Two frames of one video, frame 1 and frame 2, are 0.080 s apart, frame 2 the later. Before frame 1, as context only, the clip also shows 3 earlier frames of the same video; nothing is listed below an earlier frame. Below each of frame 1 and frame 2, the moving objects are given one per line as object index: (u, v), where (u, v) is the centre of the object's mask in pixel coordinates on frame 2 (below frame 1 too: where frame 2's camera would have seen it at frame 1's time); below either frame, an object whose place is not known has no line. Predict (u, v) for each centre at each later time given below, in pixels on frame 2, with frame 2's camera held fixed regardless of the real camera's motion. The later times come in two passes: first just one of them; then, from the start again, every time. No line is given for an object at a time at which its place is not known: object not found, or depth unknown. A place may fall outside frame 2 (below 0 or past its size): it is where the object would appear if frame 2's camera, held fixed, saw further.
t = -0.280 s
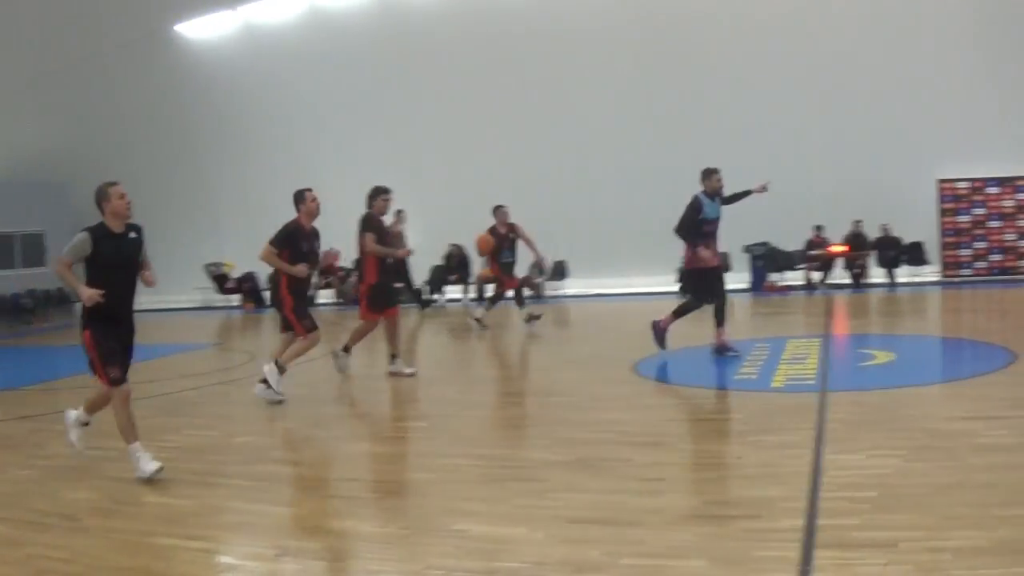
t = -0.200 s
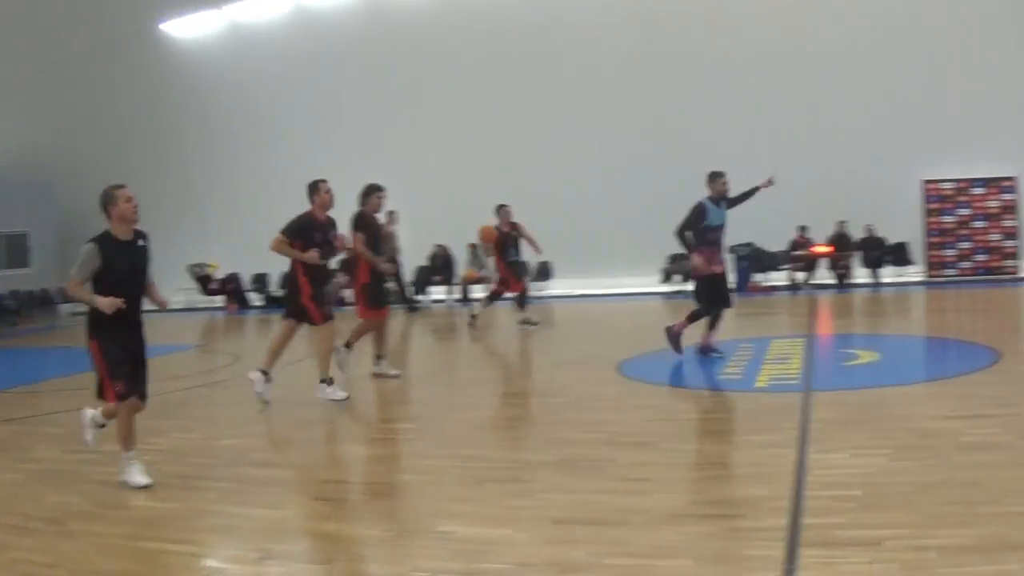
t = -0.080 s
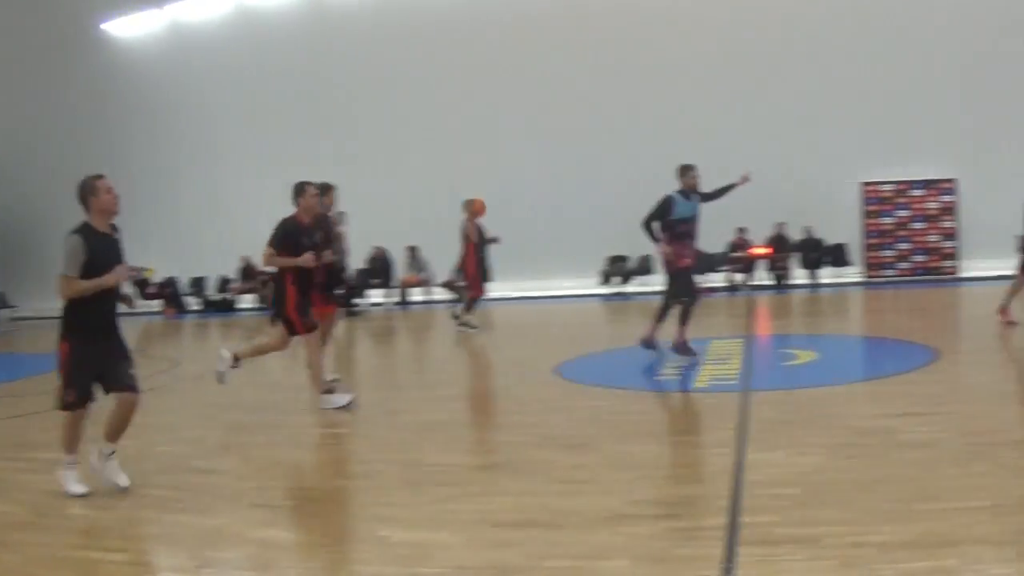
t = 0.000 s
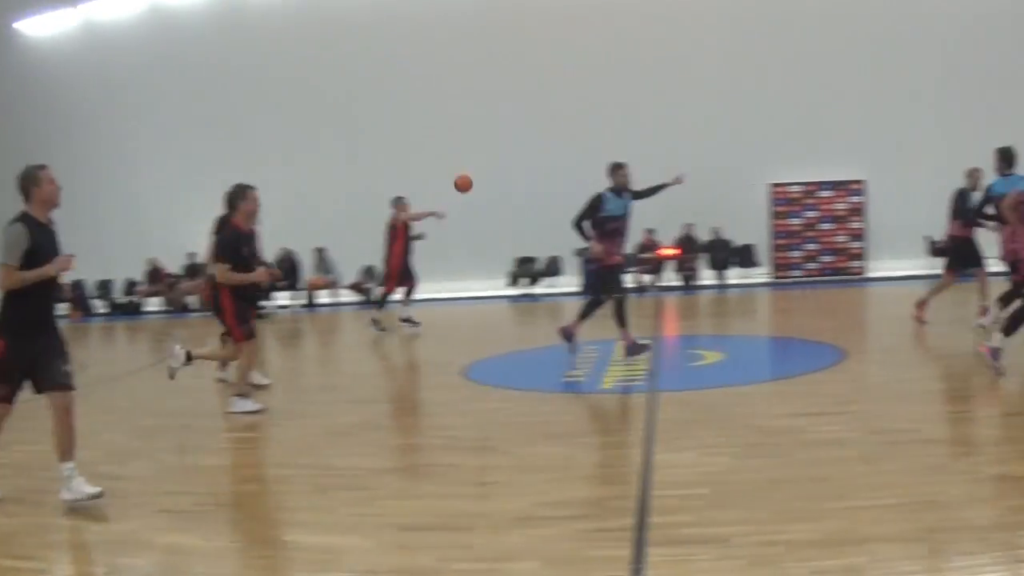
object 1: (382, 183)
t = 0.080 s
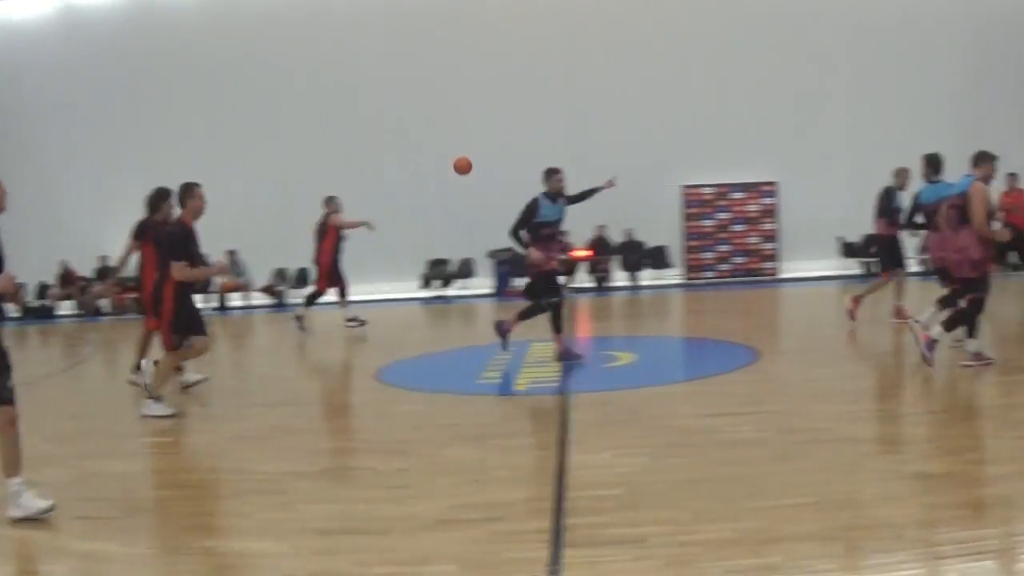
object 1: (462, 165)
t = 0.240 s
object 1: (626, 143)
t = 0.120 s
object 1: (504, 160)
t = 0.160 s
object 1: (545, 153)
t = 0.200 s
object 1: (586, 148)
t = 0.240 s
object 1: (626, 143)
